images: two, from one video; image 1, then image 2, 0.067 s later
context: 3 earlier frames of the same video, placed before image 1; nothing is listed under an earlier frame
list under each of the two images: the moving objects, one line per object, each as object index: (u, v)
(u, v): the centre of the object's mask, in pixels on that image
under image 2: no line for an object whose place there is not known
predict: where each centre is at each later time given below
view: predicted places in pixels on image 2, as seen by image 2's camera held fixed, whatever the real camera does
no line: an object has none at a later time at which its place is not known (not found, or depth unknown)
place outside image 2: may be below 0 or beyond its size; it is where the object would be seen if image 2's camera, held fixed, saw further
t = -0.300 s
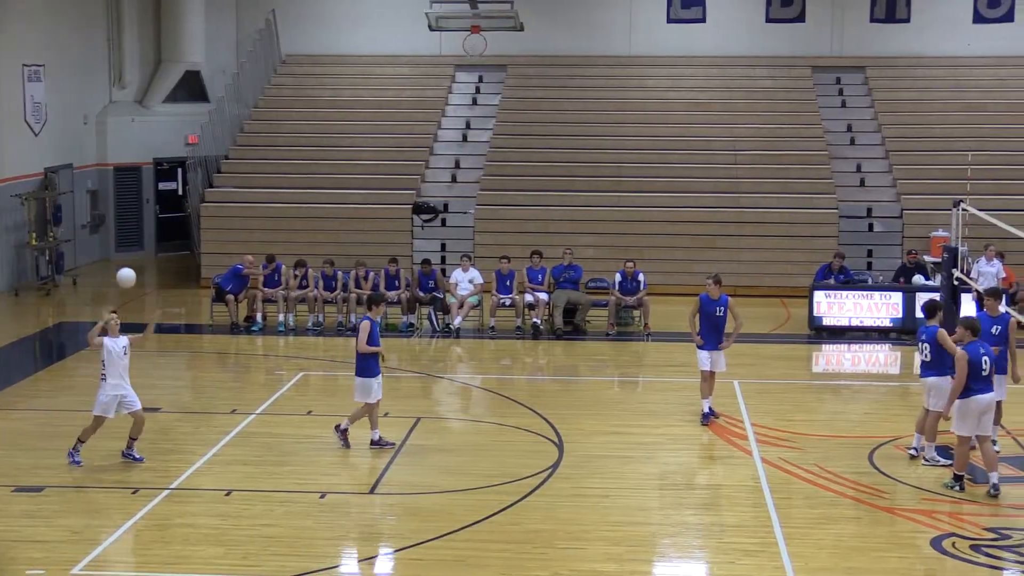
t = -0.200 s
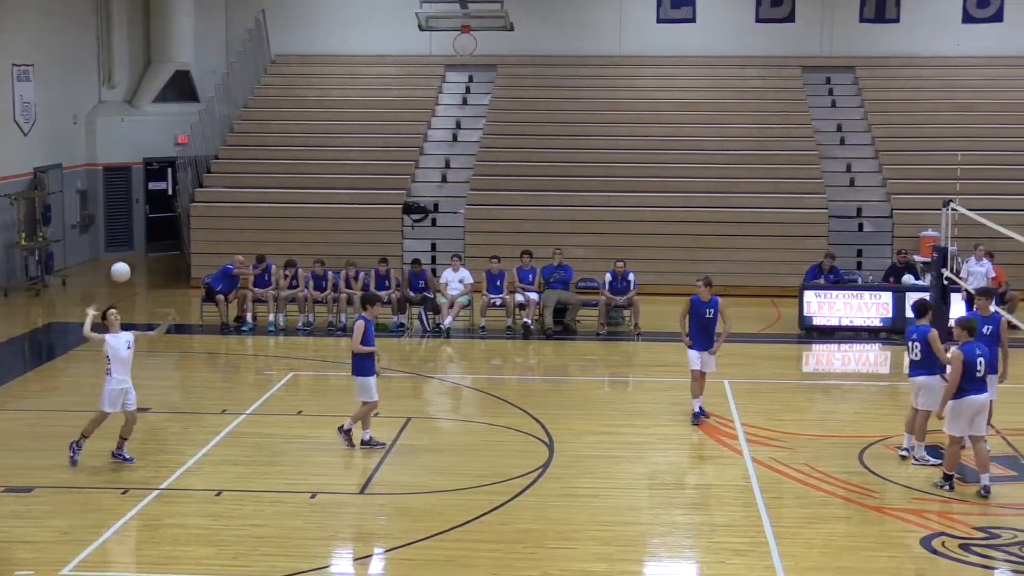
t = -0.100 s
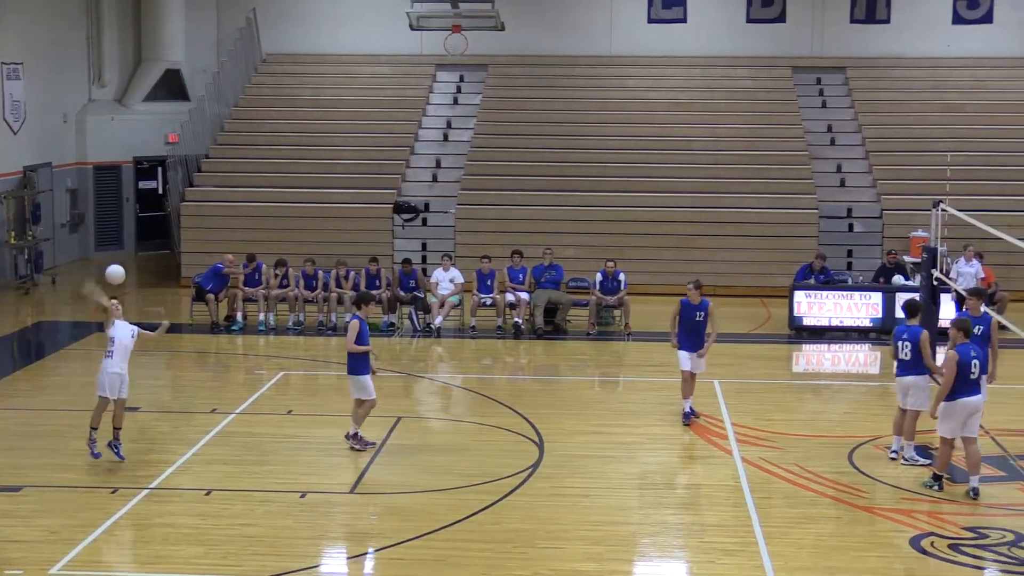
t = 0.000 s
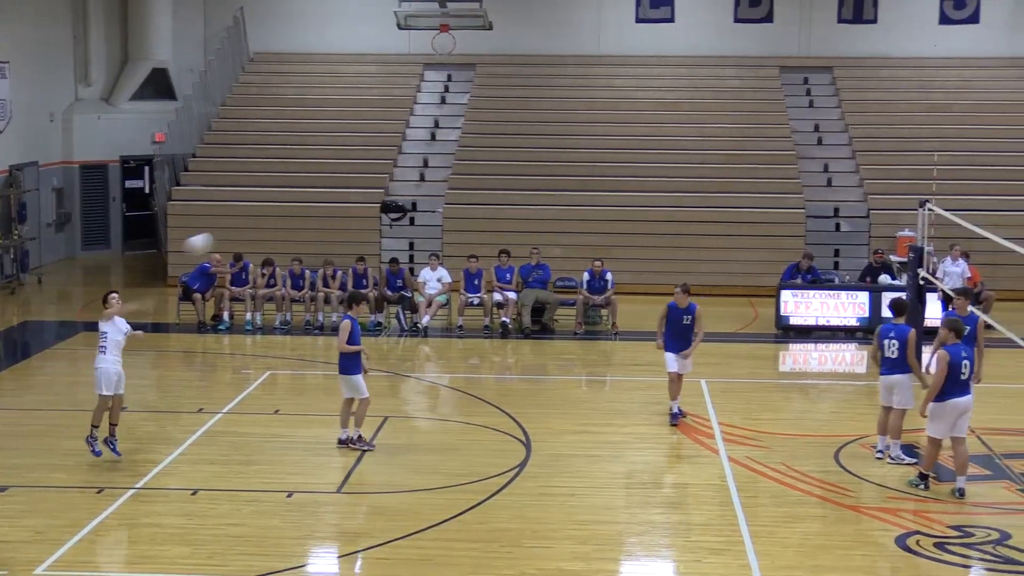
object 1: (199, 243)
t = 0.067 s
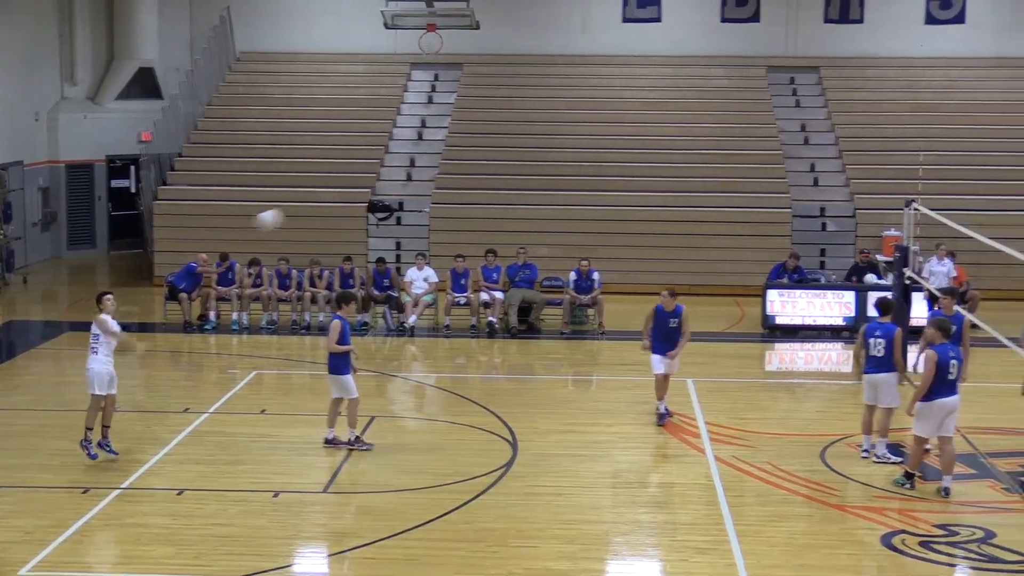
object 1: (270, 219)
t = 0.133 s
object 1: (351, 198)
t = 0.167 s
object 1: (388, 190)
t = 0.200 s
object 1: (427, 181)
